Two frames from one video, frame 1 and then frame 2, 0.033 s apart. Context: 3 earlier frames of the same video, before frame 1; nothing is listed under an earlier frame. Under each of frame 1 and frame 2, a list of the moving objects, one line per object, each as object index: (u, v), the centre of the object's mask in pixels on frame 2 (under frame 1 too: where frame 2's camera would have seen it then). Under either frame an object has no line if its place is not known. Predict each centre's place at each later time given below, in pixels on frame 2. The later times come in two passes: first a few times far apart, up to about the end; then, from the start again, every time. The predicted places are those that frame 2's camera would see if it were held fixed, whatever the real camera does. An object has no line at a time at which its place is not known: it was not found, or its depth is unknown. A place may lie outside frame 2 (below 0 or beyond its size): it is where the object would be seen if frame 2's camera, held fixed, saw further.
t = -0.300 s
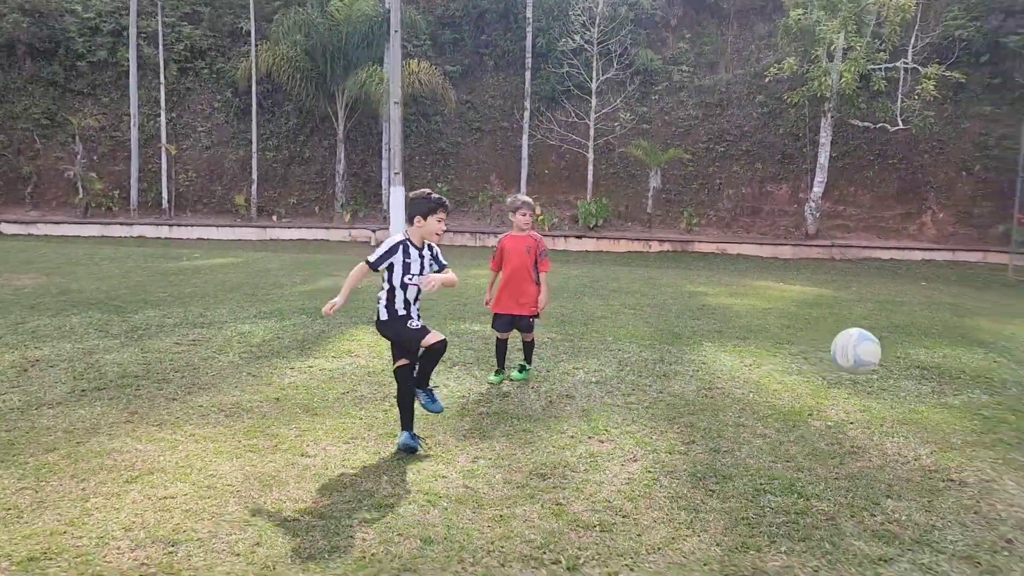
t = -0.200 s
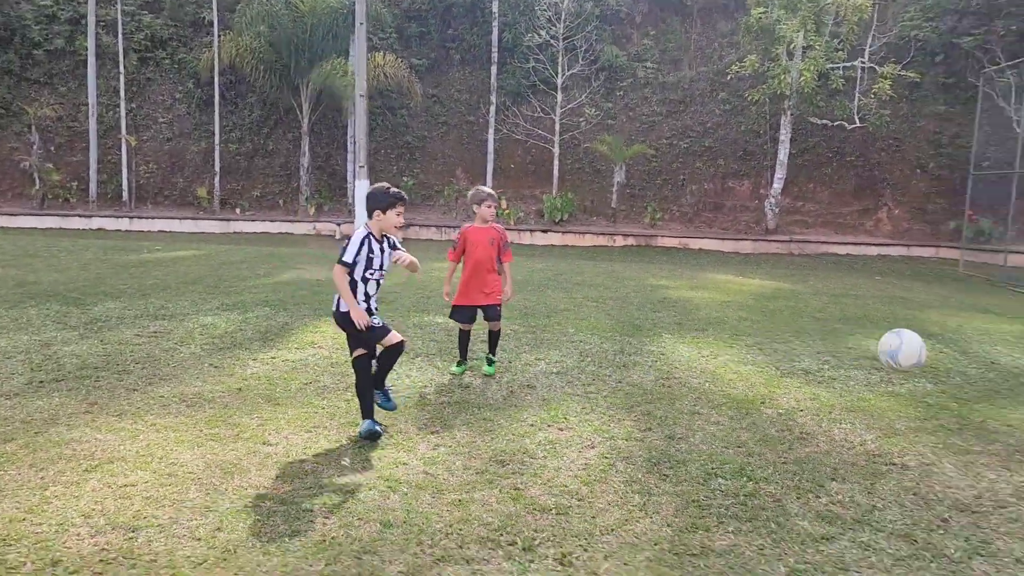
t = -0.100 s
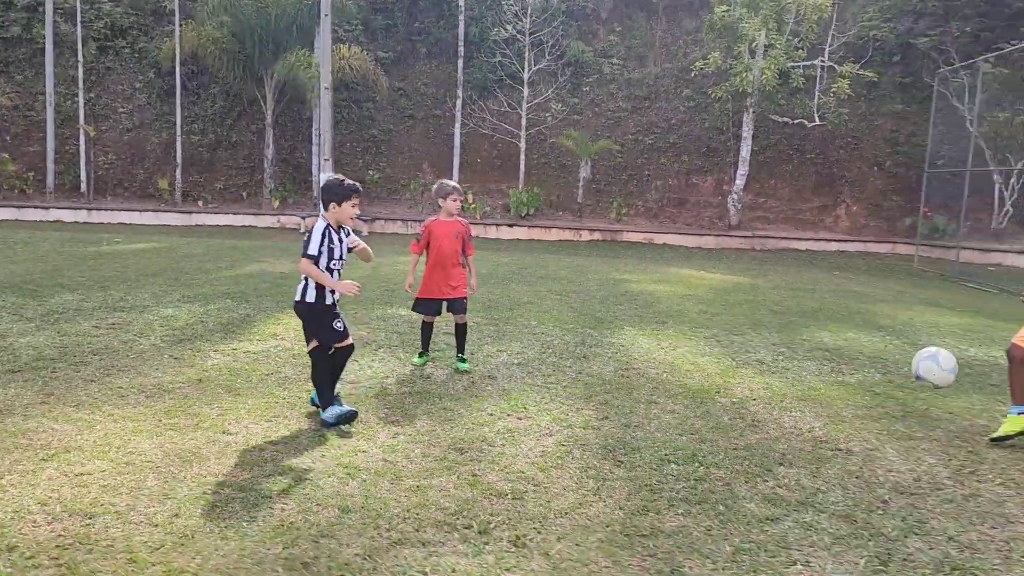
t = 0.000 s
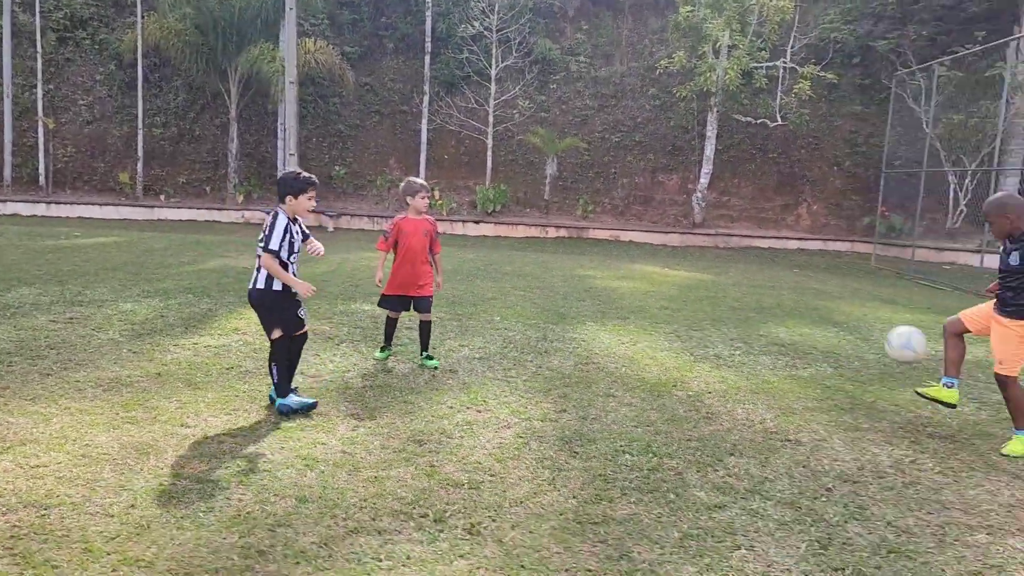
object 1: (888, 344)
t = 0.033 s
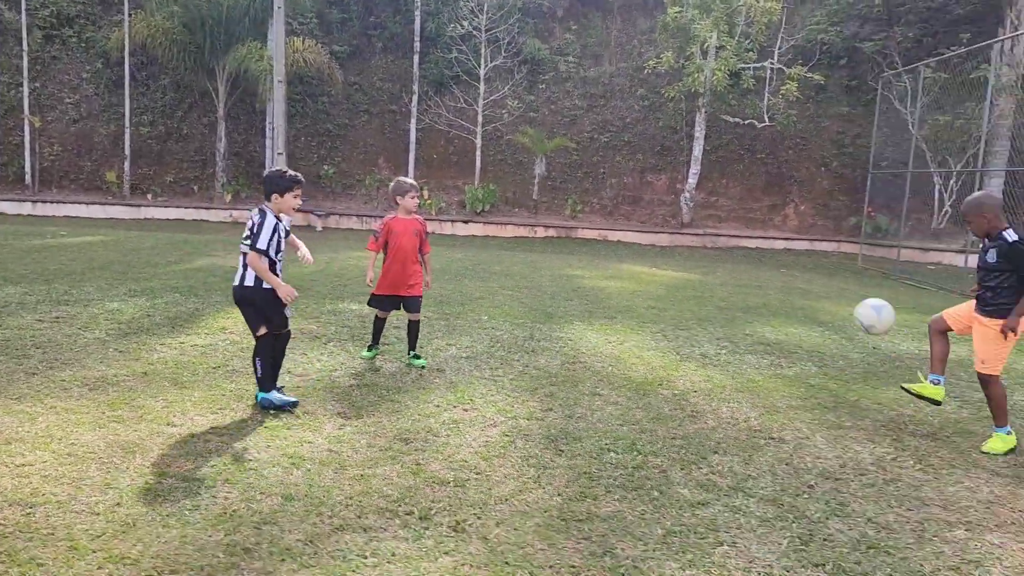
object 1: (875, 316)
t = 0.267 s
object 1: (772, 191)
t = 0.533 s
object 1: (675, 168)
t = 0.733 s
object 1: (616, 210)
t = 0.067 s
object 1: (861, 291)
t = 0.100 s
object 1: (845, 269)
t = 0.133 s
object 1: (830, 249)
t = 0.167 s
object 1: (814, 231)
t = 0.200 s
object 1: (798, 216)
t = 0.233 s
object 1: (785, 202)
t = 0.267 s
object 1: (772, 191)
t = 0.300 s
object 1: (758, 182)
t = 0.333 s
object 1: (743, 175)
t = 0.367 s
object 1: (731, 170)
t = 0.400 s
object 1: (720, 166)
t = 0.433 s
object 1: (708, 165)
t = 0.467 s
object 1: (695, 164)
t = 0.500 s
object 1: (685, 166)
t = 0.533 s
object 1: (675, 168)
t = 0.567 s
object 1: (665, 172)
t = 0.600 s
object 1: (655, 178)
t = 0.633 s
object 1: (645, 184)
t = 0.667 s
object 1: (635, 192)
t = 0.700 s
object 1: (626, 201)
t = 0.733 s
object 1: (616, 210)
